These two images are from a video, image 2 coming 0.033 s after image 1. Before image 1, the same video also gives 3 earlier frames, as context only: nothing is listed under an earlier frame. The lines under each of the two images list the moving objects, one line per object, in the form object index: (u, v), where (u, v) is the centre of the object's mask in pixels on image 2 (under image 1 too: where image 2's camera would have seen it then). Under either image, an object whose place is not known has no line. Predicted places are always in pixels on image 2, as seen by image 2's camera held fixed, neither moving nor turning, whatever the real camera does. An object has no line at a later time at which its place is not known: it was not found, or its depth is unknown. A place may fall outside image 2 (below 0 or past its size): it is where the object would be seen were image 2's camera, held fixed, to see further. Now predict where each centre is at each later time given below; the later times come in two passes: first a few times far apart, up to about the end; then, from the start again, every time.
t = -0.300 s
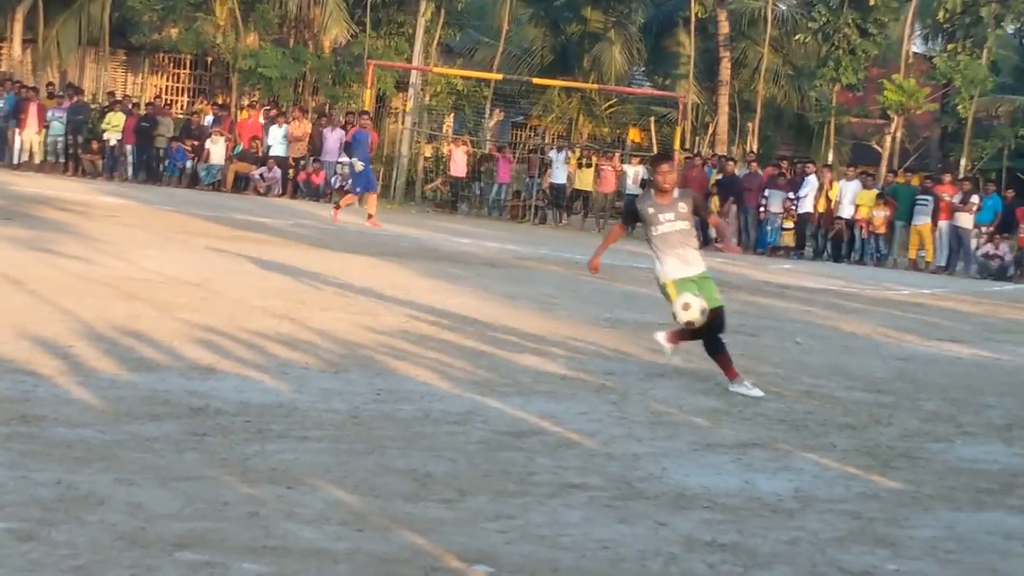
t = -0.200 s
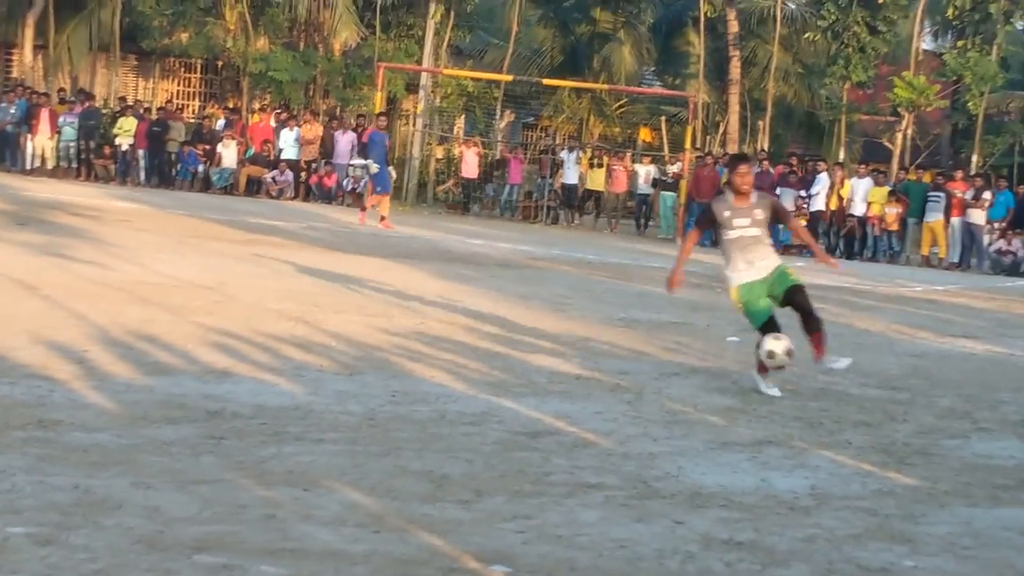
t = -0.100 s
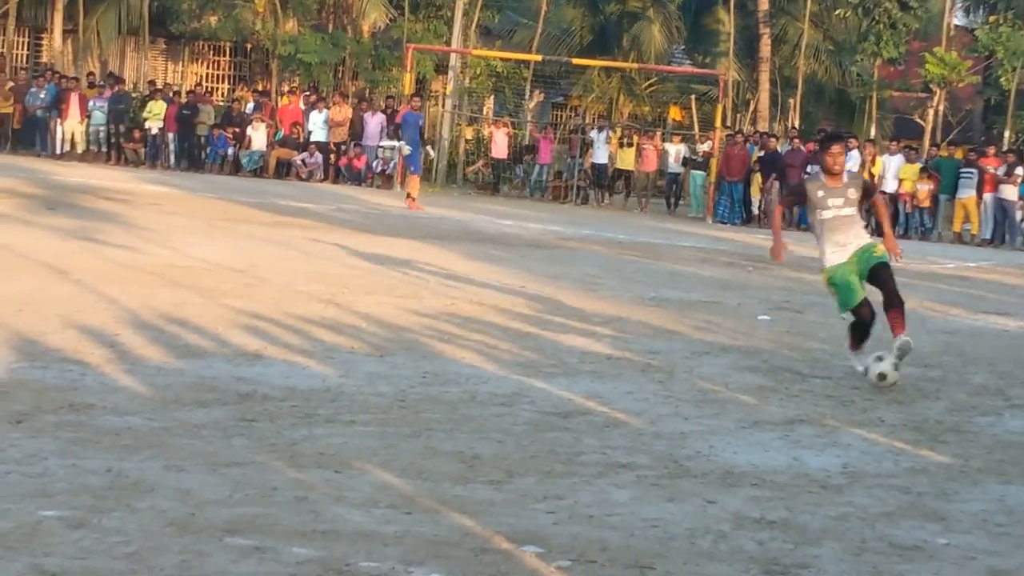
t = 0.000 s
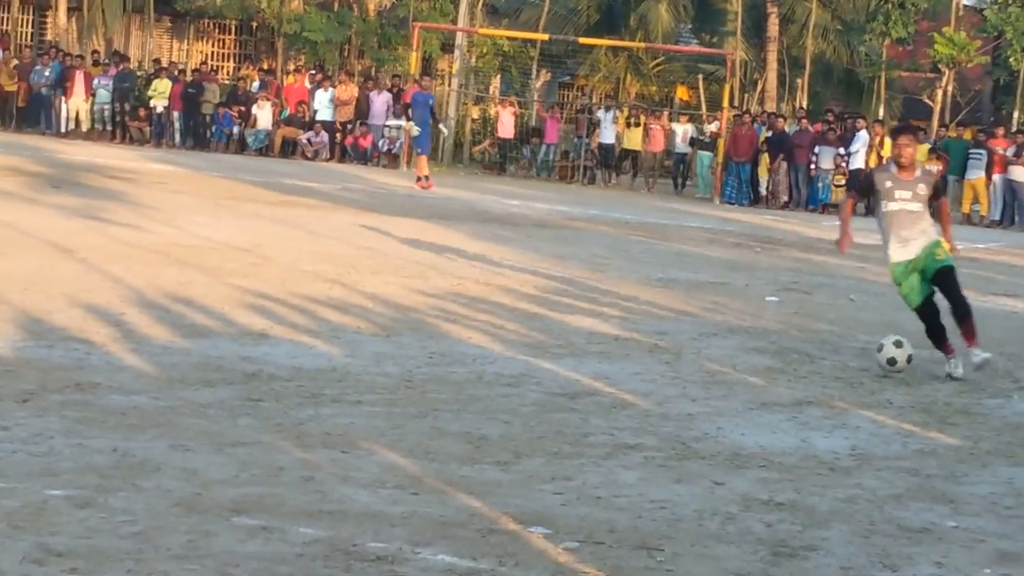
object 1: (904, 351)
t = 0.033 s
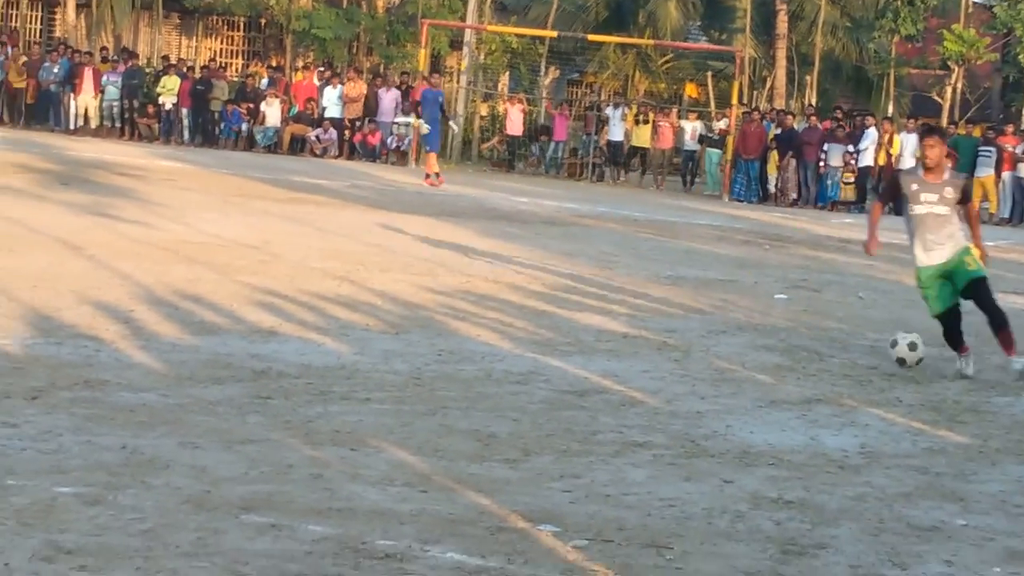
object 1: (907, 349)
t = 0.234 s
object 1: (922, 363)
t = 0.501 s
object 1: (960, 371)
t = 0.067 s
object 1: (910, 349)
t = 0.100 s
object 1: (911, 350)
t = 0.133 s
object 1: (913, 353)
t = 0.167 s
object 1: (915, 357)
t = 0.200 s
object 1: (918, 364)
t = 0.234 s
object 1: (922, 363)
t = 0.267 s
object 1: (927, 361)
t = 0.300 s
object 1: (932, 361)
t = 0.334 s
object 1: (937, 363)
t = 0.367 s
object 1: (941, 367)
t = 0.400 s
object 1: (945, 371)
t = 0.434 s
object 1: (949, 368)
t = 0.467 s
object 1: (955, 369)
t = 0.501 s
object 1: (960, 371)
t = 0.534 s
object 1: (965, 376)
